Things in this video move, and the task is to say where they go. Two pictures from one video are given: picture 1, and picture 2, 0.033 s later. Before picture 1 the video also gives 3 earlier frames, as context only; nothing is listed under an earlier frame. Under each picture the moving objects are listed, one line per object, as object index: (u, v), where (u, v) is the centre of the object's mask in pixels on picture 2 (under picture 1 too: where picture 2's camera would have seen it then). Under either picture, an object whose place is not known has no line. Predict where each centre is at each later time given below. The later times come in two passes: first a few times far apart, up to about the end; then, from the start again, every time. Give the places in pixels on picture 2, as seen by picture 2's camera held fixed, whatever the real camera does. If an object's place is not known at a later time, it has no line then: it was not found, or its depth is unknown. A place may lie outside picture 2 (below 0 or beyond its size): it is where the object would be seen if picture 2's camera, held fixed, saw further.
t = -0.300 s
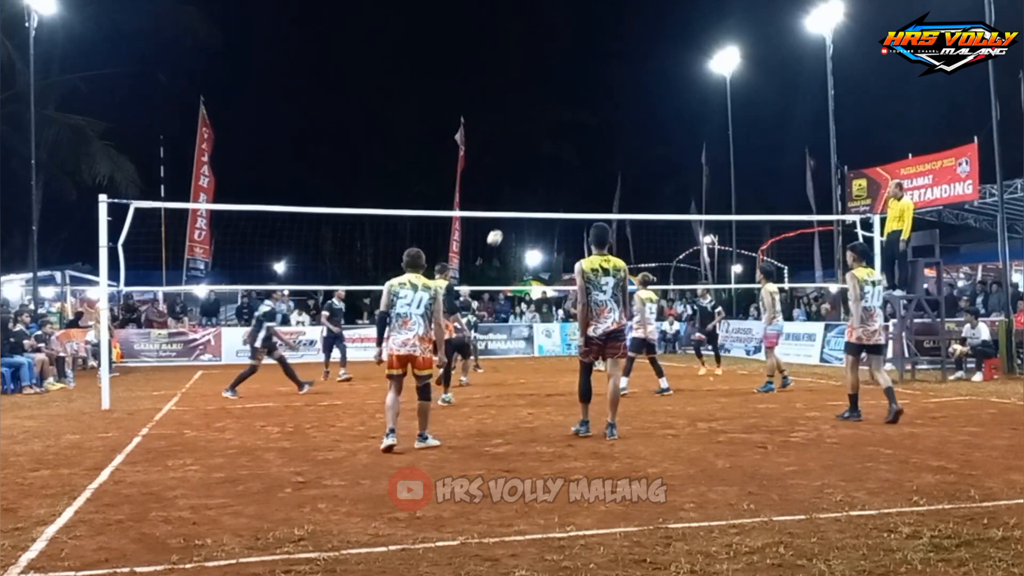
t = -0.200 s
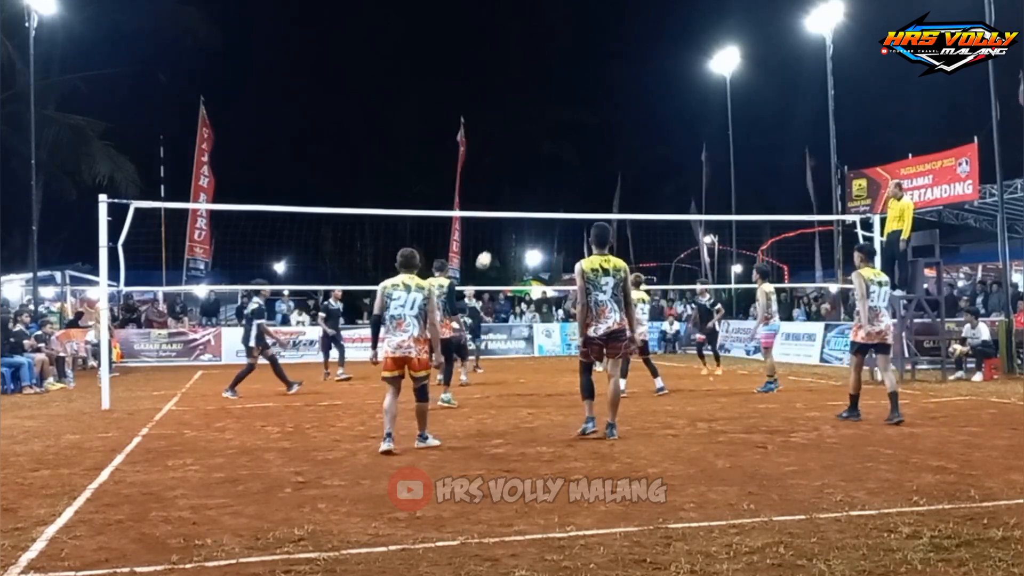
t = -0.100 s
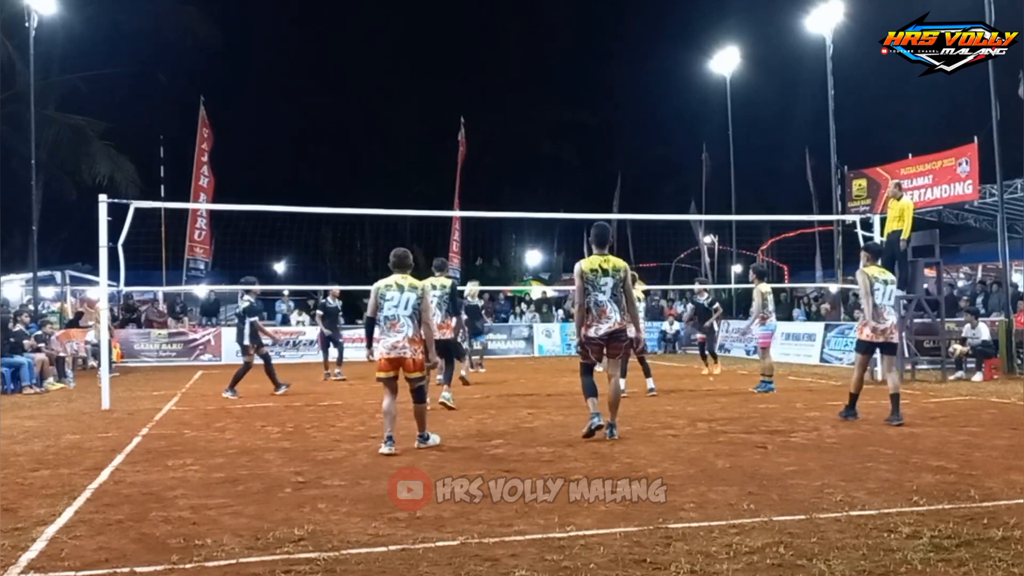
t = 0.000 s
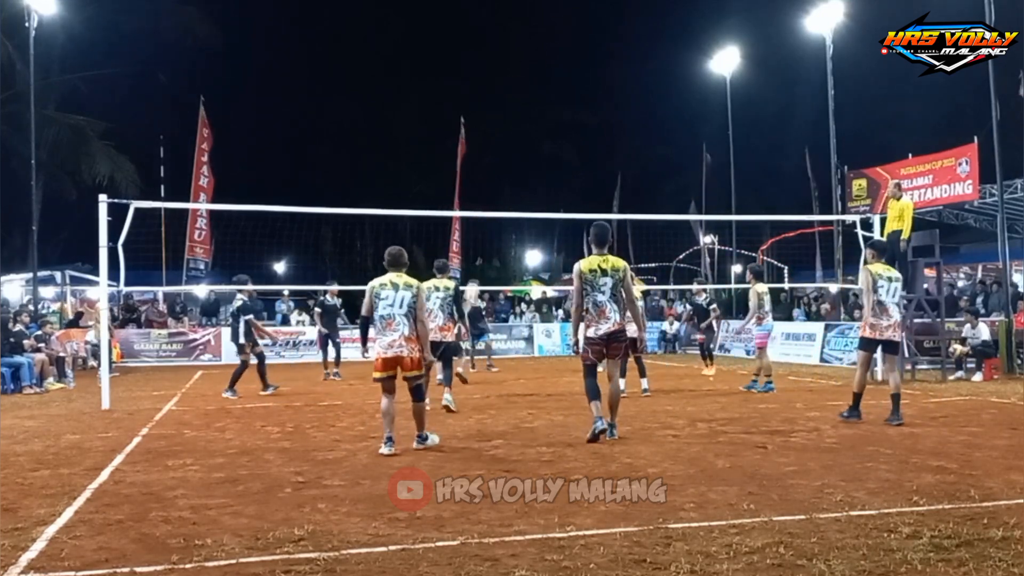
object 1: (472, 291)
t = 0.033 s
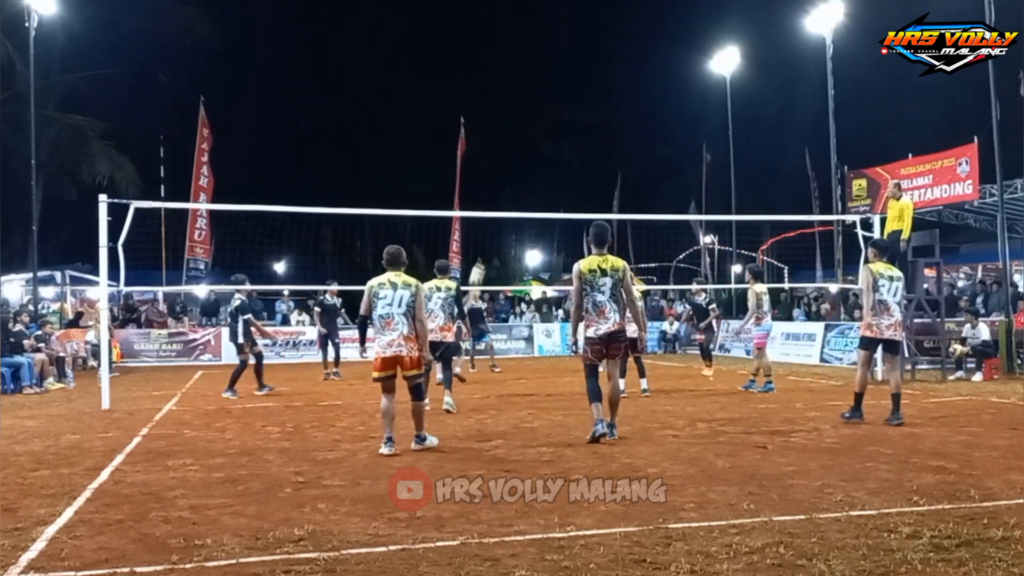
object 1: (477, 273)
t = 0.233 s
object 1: (510, 194)
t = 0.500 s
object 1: (552, 125)
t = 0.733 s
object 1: (589, 104)
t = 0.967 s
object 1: (625, 114)
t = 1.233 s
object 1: (664, 165)
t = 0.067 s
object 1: (482, 260)
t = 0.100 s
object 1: (488, 246)
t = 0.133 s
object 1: (493, 231)
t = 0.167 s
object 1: (499, 218)
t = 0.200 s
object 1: (504, 204)
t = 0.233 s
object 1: (510, 194)
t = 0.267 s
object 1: (515, 182)
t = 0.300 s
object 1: (520, 172)
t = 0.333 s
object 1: (526, 163)
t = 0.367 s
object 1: (531, 154)
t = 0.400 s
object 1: (536, 146)
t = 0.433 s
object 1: (542, 139)
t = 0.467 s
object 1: (547, 131)
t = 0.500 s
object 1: (552, 125)
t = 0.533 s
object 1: (558, 120)
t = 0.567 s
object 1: (563, 116)
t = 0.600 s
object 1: (568, 112)
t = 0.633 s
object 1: (573, 109)
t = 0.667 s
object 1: (579, 106)
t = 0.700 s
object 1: (584, 105)
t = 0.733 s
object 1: (589, 104)
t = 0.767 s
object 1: (595, 103)
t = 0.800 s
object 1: (600, 103)
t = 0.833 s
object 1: (605, 104)
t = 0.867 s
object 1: (610, 106)
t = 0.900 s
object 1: (615, 108)
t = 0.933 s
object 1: (620, 111)
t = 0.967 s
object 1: (625, 114)
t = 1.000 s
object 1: (630, 119)
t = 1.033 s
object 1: (635, 123)
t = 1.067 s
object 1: (640, 129)
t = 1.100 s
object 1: (645, 135)
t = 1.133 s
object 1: (650, 142)
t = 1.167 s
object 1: (655, 149)
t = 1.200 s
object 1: (660, 157)
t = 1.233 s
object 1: (664, 165)
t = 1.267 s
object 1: (669, 175)
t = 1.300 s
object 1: (673, 184)
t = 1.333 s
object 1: (678, 194)
